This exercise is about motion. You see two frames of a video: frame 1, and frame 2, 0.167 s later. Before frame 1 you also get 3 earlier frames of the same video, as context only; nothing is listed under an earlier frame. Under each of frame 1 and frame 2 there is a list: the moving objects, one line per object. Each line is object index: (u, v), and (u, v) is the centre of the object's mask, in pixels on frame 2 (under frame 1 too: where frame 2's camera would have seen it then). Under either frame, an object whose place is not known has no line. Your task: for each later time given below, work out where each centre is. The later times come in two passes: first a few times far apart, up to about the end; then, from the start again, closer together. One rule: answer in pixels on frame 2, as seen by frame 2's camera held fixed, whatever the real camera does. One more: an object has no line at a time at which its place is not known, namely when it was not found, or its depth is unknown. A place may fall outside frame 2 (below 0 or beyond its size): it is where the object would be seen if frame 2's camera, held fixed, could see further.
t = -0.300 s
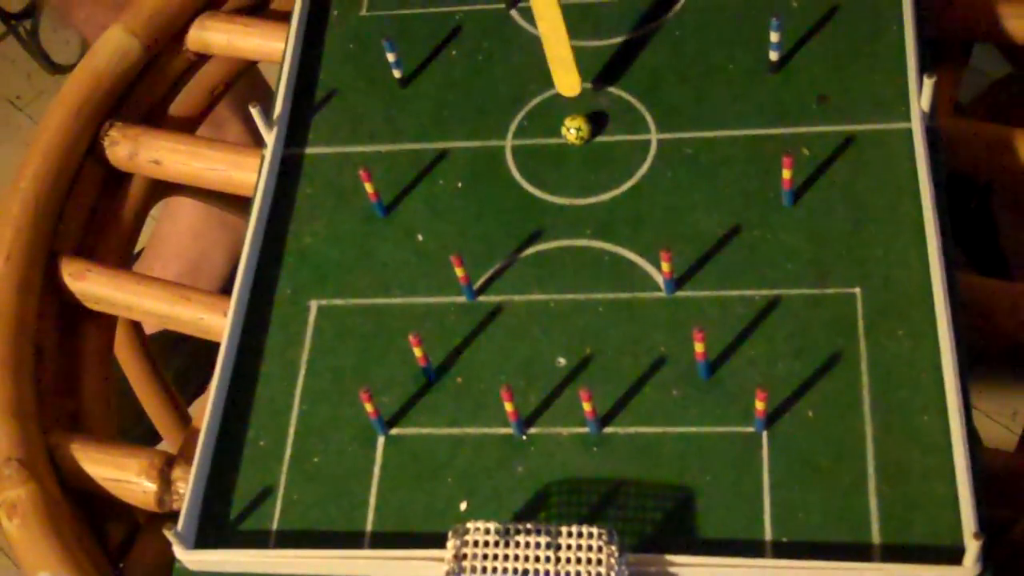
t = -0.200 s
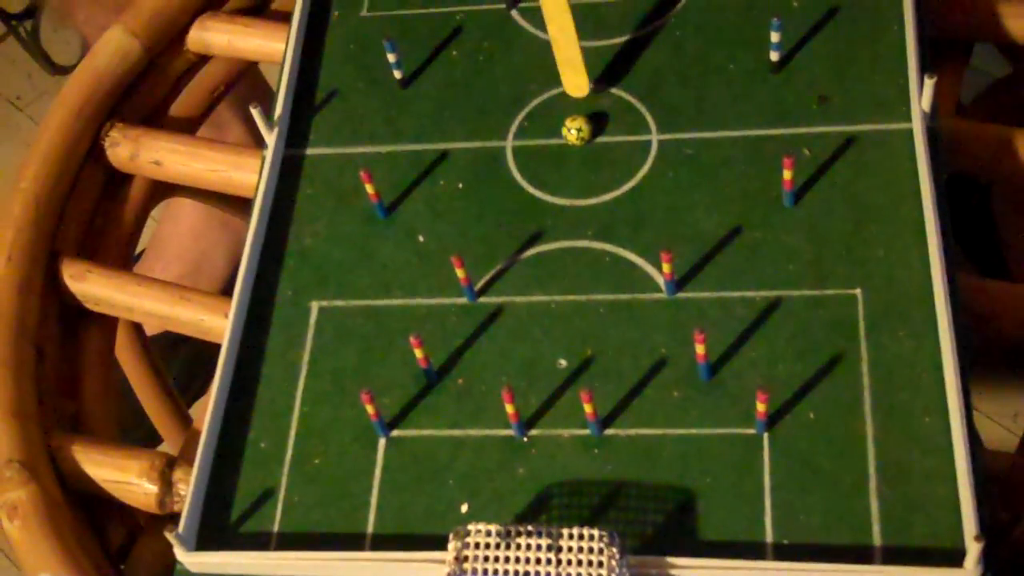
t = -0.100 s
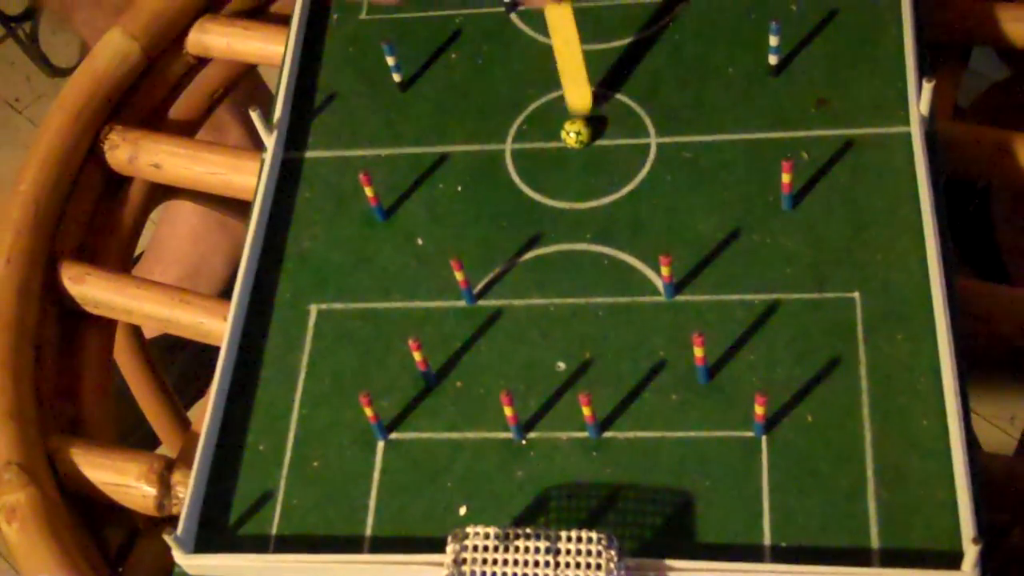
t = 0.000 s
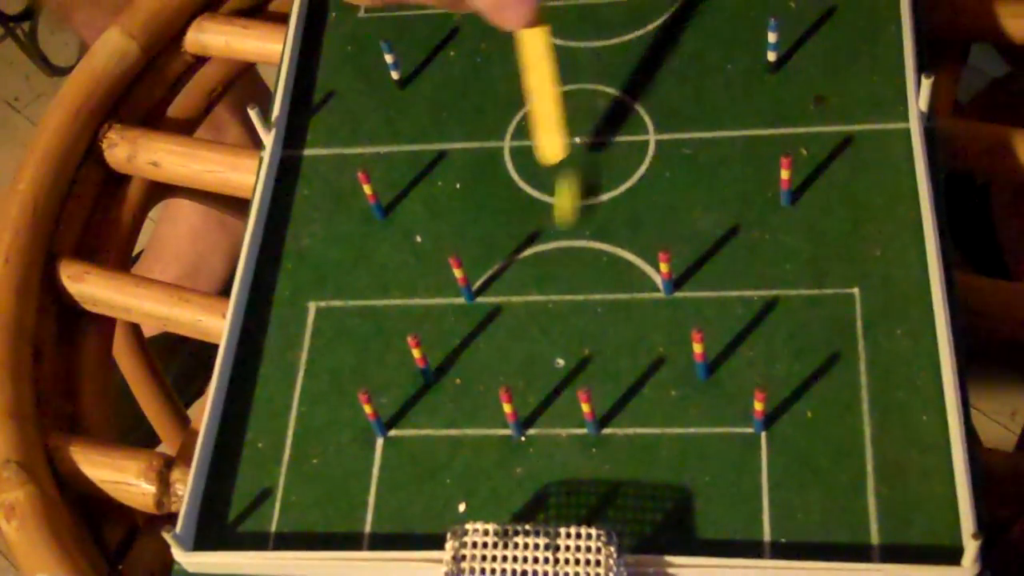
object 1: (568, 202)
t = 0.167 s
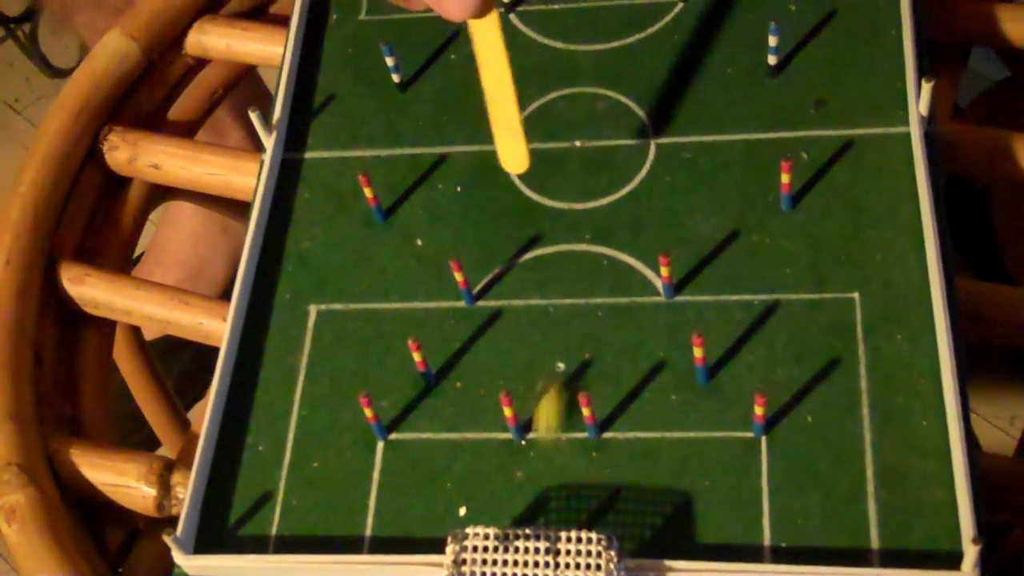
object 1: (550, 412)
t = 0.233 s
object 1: (539, 494)
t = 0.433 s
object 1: (437, 539)
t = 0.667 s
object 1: (365, 533)
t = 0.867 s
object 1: (325, 530)
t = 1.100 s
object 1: (310, 527)
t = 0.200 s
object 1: (544, 453)
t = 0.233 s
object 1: (539, 494)
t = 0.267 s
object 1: (536, 518)
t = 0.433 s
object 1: (437, 539)
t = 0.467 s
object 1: (429, 539)
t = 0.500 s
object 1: (419, 537)
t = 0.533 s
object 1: (407, 537)
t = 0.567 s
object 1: (396, 535)
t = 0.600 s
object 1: (385, 534)
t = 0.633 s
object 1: (375, 535)
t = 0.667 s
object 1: (365, 533)
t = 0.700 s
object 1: (355, 533)
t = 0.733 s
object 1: (347, 533)
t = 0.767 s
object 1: (341, 532)
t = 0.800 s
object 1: (335, 531)
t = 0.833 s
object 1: (329, 531)
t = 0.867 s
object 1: (325, 530)
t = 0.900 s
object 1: (321, 529)
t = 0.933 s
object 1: (318, 529)
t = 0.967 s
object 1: (315, 529)
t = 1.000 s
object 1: (313, 527)
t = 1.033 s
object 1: (311, 527)
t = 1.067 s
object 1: (310, 527)
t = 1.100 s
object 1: (310, 527)
